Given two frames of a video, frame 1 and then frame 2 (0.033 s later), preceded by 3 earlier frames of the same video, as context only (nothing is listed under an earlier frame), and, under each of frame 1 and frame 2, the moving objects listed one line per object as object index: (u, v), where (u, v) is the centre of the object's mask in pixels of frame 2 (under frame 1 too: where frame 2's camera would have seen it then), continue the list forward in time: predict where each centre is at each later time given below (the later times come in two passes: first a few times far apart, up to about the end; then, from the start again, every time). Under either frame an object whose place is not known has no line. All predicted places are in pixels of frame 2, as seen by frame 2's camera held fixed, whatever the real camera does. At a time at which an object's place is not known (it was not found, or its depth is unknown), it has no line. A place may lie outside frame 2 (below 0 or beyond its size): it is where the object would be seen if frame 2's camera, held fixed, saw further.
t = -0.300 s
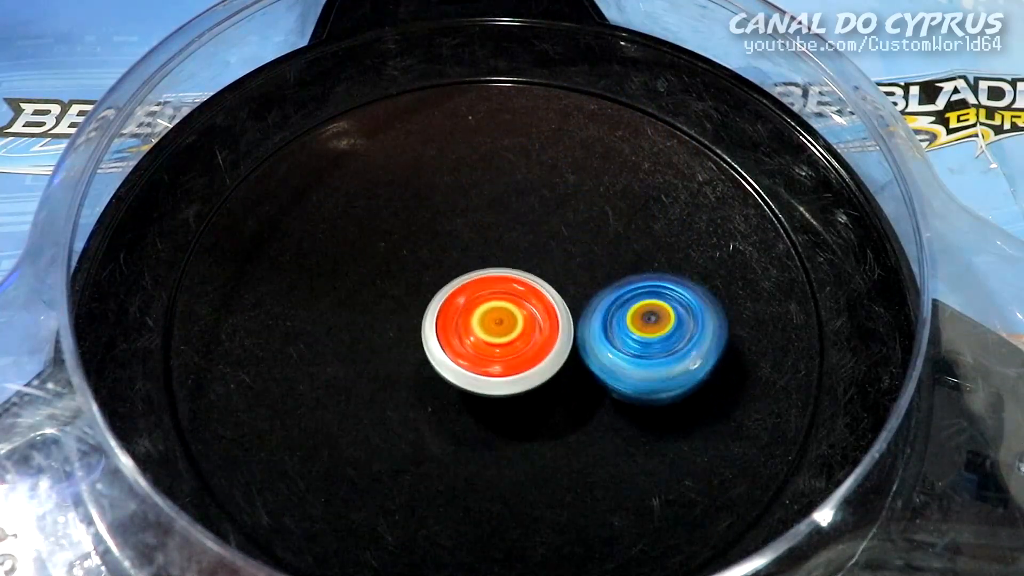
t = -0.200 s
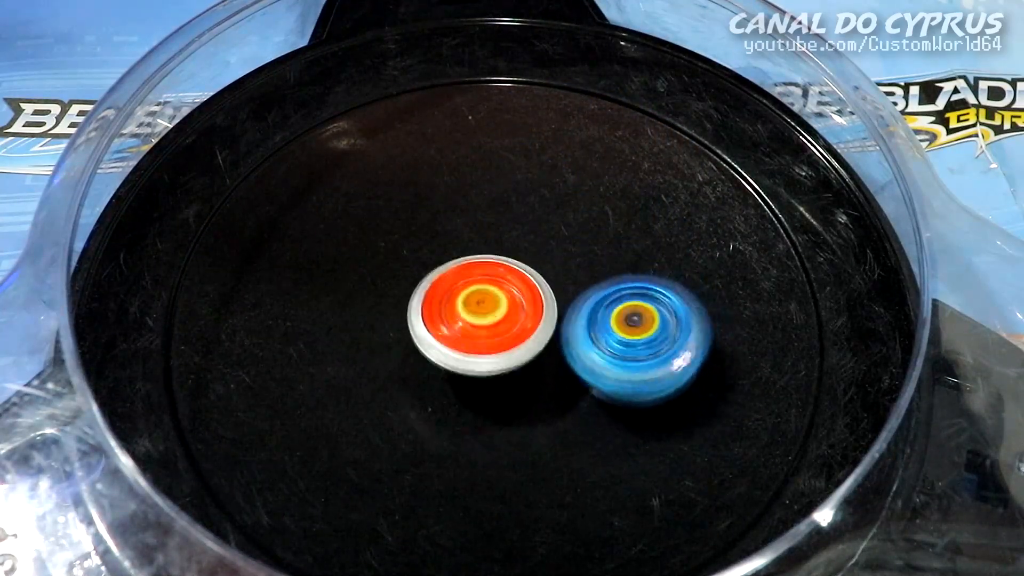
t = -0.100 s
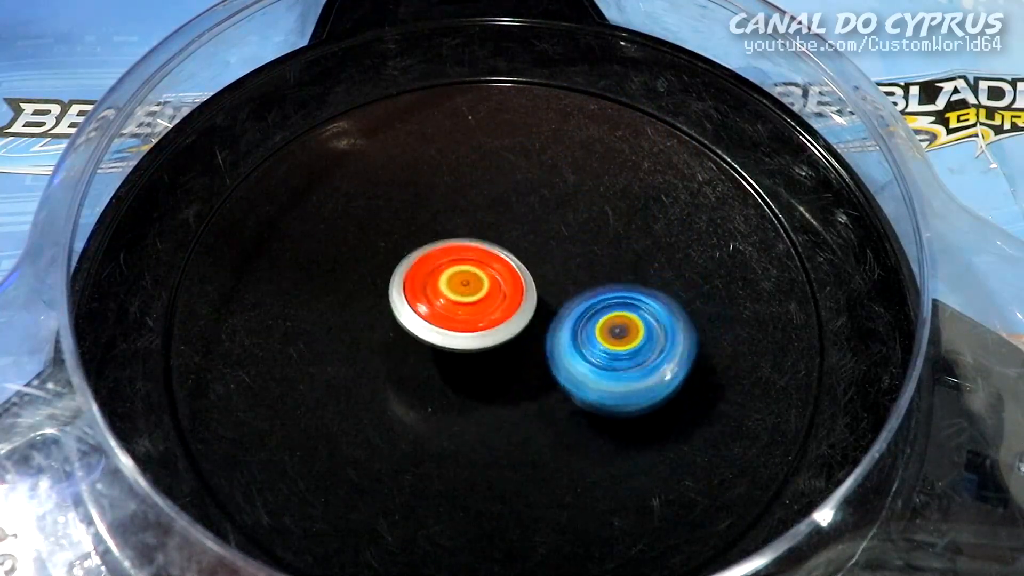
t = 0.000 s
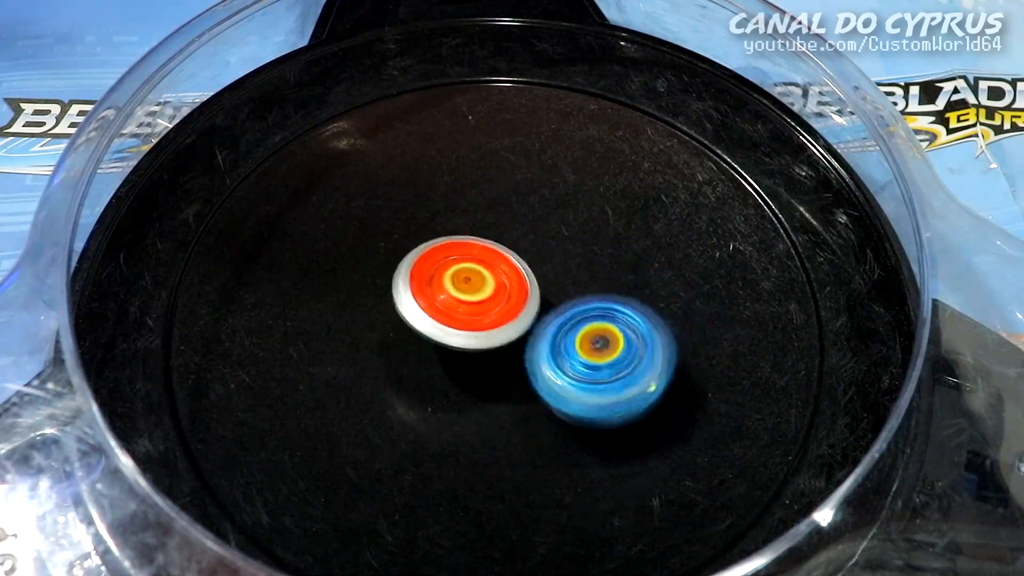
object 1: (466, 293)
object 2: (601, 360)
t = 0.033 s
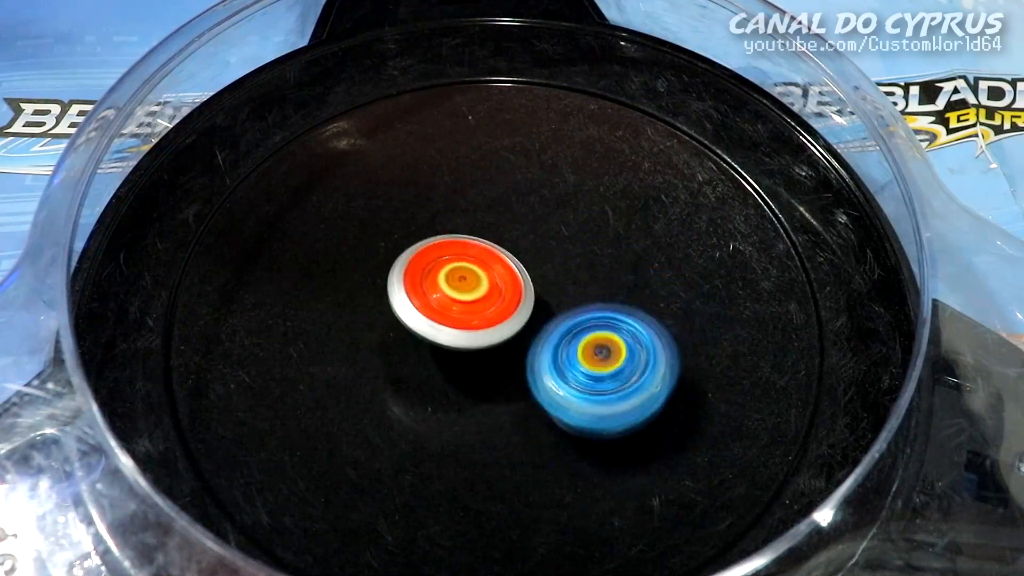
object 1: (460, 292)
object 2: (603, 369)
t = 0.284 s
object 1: (424, 336)
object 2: (576, 392)
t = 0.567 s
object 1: (392, 282)
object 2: (492, 381)
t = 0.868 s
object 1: (463, 247)
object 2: (423, 386)
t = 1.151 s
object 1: (516, 240)
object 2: (401, 414)
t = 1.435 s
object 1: (493, 237)
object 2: (453, 395)
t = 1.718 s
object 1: (551, 220)
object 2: (445, 332)
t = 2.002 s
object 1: (553, 277)
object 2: (402, 303)
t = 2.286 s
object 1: (544, 296)
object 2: (384, 307)
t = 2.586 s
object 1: (572, 297)
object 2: (350, 312)
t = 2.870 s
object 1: (546, 320)
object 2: (402, 312)
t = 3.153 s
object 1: (586, 362)
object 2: (487, 278)
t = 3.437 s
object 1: (589, 405)
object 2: (532, 300)
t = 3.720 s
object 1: (503, 412)
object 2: (486, 276)
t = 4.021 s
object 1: (394, 334)
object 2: (466, 235)
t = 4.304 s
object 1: (397, 303)
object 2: (542, 192)
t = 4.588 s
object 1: (473, 304)
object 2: (574, 236)
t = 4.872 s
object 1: (483, 335)
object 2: (567, 244)
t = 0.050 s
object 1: (459, 293)
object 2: (603, 375)
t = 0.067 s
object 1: (459, 294)
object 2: (603, 377)
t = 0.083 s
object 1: (458, 297)
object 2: (603, 381)
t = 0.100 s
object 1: (459, 298)
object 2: (601, 382)
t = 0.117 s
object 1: (457, 302)
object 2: (600, 385)
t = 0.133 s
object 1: (457, 307)
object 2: (598, 387)
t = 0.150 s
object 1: (455, 309)
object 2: (596, 387)
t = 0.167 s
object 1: (453, 316)
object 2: (594, 390)
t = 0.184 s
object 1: (451, 319)
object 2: (591, 389)
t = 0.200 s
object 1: (449, 325)
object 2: (588, 390)
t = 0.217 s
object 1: (446, 328)
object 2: (586, 390)
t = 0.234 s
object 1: (442, 333)
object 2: (582, 390)
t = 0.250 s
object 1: (436, 334)
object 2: (579, 390)
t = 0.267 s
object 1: (429, 335)
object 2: (578, 391)
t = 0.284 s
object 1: (424, 336)
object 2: (576, 392)
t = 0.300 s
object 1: (419, 336)
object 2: (574, 392)
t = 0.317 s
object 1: (414, 336)
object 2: (571, 393)
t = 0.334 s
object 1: (409, 335)
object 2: (568, 392)
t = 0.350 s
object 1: (405, 334)
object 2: (564, 392)
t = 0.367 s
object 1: (401, 331)
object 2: (558, 392)
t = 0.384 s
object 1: (397, 331)
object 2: (553, 390)
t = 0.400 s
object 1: (393, 327)
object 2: (548, 390)
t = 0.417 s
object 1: (391, 325)
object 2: (543, 389)
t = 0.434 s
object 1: (389, 320)
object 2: (538, 389)
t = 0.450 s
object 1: (388, 318)
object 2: (533, 387)
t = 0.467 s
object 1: (387, 311)
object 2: (527, 387)
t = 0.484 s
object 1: (387, 308)
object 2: (521, 385)
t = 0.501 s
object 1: (387, 301)
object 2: (515, 385)
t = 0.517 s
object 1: (388, 298)
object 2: (508, 384)
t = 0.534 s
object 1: (389, 292)
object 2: (503, 383)
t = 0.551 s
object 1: (390, 288)
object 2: (497, 382)
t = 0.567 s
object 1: (392, 282)
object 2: (492, 381)
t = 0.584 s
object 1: (394, 277)
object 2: (486, 382)
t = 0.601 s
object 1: (397, 272)
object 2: (480, 382)
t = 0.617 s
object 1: (399, 268)
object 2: (474, 382)
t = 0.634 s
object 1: (403, 264)
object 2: (470, 382)
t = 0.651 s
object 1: (407, 260)
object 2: (465, 382)
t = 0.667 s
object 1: (411, 258)
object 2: (461, 382)
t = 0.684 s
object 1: (416, 255)
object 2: (457, 381)
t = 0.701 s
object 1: (419, 253)
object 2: (452, 381)
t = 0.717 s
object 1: (424, 252)
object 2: (448, 380)
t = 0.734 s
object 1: (428, 251)
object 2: (443, 379)
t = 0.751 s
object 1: (433, 250)
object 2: (439, 379)
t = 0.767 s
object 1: (438, 248)
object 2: (435, 380)
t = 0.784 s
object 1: (443, 245)
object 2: (432, 383)
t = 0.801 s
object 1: (447, 245)
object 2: (430, 383)
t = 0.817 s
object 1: (452, 244)
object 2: (427, 384)
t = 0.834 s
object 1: (455, 244)
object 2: (425, 385)
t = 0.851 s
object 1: (460, 246)
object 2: (423, 386)
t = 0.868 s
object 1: (463, 247)
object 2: (423, 386)
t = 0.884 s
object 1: (466, 250)
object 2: (422, 386)
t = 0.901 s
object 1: (469, 252)
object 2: (422, 386)
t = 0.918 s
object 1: (472, 255)
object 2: (423, 385)
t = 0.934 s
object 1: (474, 258)
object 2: (422, 384)
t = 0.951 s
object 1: (476, 261)
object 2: (423, 383)
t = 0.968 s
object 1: (478, 261)
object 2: (422, 384)
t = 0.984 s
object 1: (481, 261)
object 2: (422, 385)
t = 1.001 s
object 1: (482, 261)
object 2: (422, 384)
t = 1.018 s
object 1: (484, 262)
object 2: (422, 384)
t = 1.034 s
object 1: (485, 263)
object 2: (424, 383)
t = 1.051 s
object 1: (485, 264)
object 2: (424, 383)
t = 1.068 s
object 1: (489, 262)
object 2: (421, 385)
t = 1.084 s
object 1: (496, 256)
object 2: (415, 391)
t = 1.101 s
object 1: (502, 250)
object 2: (410, 399)
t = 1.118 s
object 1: (508, 246)
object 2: (405, 404)
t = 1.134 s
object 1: (512, 242)
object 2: (403, 410)
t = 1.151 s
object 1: (516, 240)
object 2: (401, 414)
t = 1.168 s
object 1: (518, 238)
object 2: (399, 418)
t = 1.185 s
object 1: (520, 237)
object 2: (399, 422)
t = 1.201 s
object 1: (520, 237)
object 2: (399, 424)
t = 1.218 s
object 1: (521, 237)
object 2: (400, 427)
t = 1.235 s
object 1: (520, 237)
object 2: (402, 429)
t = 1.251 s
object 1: (520, 238)
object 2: (404, 430)
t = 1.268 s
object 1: (518, 238)
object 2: (407, 432)
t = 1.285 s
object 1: (516, 239)
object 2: (411, 432)
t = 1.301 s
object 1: (513, 239)
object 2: (416, 431)
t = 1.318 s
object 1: (510, 240)
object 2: (421, 430)
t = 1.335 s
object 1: (506, 239)
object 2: (425, 426)
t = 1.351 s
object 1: (503, 240)
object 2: (430, 424)
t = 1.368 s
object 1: (499, 239)
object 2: (436, 419)
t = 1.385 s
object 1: (497, 239)
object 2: (440, 414)
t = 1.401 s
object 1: (494, 239)
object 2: (445, 409)
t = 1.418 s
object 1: (494, 238)
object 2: (450, 402)
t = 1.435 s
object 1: (493, 237)
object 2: (453, 395)
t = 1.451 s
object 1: (494, 237)
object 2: (458, 388)
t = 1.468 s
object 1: (495, 237)
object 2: (460, 380)
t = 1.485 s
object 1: (496, 237)
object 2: (463, 372)
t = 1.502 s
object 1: (497, 238)
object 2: (466, 364)
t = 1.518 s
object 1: (501, 235)
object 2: (465, 359)
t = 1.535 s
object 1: (507, 230)
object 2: (464, 361)
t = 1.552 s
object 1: (514, 222)
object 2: (462, 360)
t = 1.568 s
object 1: (520, 219)
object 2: (461, 358)
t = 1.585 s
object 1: (526, 215)
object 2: (459, 356)
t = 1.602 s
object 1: (530, 214)
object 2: (456, 354)
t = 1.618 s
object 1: (533, 212)
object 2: (454, 350)
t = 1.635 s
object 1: (537, 212)
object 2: (453, 347)
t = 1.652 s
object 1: (540, 212)
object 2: (450, 345)
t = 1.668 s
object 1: (544, 214)
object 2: (449, 341)
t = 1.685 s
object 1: (547, 215)
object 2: (448, 339)
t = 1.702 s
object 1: (550, 218)
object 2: (445, 335)
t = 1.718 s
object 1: (551, 220)
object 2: (445, 332)
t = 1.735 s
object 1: (553, 225)
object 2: (443, 329)
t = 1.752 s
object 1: (554, 227)
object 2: (441, 326)
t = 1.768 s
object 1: (555, 232)
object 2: (440, 322)
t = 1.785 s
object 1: (555, 235)
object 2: (439, 320)
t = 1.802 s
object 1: (555, 241)
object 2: (437, 316)
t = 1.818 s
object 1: (555, 244)
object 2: (436, 313)
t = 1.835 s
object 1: (558, 247)
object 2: (431, 313)
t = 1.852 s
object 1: (560, 249)
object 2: (426, 311)
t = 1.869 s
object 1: (562, 251)
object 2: (422, 309)
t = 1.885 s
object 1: (563, 255)
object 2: (418, 308)
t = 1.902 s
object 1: (564, 257)
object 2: (415, 307)
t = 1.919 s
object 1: (563, 262)
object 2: (412, 306)
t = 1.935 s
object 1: (563, 264)
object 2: (410, 305)
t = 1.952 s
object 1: (561, 269)
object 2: (407, 305)
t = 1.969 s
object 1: (559, 271)
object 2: (406, 304)
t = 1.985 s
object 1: (556, 275)
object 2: (403, 303)
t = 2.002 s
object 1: (553, 277)
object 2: (402, 303)
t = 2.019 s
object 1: (550, 280)
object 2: (400, 303)
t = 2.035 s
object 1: (548, 283)
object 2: (399, 304)
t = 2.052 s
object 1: (548, 285)
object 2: (396, 302)
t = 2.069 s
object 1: (549, 287)
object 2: (393, 303)
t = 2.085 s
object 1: (550, 288)
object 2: (391, 303)
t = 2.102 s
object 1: (549, 290)
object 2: (390, 303)
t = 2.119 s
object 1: (548, 291)
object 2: (389, 303)
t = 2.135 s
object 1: (547, 293)
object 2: (387, 304)
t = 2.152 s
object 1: (545, 294)
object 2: (387, 303)
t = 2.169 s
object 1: (543, 294)
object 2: (387, 304)
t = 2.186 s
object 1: (541, 296)
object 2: (388, 305)
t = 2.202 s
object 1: (539, 295)
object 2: (389, 304)
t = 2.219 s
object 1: (538, 296)
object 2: (390, 305)
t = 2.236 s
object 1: (539, 296)
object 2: (388, 306)
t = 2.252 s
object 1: (541, 296)
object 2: (386, 306)
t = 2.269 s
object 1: (543, 296)
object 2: (385, 307)
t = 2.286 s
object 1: (544, 296)
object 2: (384, 307)
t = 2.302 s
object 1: (544, 296)
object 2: (384, 308)
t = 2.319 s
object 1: (544, 296)
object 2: (384, 308)
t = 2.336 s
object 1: (544, 297)
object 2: (385, 310)
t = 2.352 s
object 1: (543, 297)
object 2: (386, 310)
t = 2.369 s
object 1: (543, 297)
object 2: (388, 310)
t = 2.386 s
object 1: (542, 297)
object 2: (390, 312)
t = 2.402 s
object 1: (541, 297)
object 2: (391, 312)
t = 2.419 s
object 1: (540, 296)
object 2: (394, 312)
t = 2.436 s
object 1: (544, 296)
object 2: (391, 313)
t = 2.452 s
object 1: (549, 295)
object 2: (384, 313)
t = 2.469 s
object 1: (556, 295)
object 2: (379, 313)
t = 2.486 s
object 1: (560, 295)
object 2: (374, 313)
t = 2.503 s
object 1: (563, 294)
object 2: (370, 312)
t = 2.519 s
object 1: (567, 294)
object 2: (364, 312)
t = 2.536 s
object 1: (568, 294)
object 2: (360, 312)
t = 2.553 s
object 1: (571, 295)
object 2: (356, 312)
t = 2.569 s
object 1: (571, 296)
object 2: (351, 311)
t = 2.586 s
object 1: (572, 297)
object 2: (350, 312)
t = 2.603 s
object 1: (572, 299)
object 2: (349, 313)
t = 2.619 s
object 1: (572, 299)
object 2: (348, 313)
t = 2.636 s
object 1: (571, 301)
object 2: (347, 314)
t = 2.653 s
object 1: (569, 302)
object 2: (348, 314)
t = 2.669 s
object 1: (568, 304)
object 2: (348, 314)
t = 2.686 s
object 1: (566, 306)
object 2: (348, 314)
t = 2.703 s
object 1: (564, 307)
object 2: (351, 315)
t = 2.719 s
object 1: (562, 309)
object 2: (355, 316)
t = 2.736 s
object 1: (561, 309)
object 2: (356, 315)
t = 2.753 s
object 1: (558, 310)
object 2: (361, 316)
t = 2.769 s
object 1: (555, 311)
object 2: (366, 317)
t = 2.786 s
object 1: (553, 312)
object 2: (370, 317)
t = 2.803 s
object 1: (550, 314)
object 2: (376, 317)
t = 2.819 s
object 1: (548, 314)
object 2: (385, 317)
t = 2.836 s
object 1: (545, 315)
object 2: (391, 316)
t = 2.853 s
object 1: (544, 316)
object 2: (397, 314)
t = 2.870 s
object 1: (546, 320)
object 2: (402, 312)
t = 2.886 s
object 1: (550, 322)
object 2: (405, 308)
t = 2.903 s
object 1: (553, 325)
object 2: (409, 303)
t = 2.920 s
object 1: (556, 329)
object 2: (414, 300)
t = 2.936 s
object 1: (558, 330)
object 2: (419, 297)
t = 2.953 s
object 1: (560, 334)
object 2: (424, 295)
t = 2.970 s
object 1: (559, 336)
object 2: (430, 291)
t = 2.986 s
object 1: (559, 340)
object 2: (435, 287)
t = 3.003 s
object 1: (562, 345)
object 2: (440, 284)
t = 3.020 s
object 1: (566, 347)
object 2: (446, 281)
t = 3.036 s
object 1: (570, 350)
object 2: (451, 278)
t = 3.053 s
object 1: (572, 351)
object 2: (457, 276)
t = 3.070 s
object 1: (575, 352)
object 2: (464, 276)
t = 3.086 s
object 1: (579, 354)
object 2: (469, 277)
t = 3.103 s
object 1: (581, 355)
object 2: (473, 277)
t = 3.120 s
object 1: (583, 356)
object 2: (479, 276)
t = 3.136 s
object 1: (584, 357)
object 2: (483, 278)
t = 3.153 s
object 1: (586, 362)
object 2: (487, 278)
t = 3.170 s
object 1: (591, 368)
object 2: (492, 276)
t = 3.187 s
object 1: (593, 372)
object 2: (498, 275)
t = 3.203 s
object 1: (597, 377)
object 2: (503, 276)
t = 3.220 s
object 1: (599, 381)
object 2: (506, 277)
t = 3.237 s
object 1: (601, 384)
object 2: (510, 278)
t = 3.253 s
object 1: (604, 388)
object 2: (513, 280)
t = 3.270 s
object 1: (604, 391)
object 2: (515, 282)
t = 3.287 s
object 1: (605, 394)
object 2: (518, 284)
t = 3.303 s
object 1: (605, 397)
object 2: (520, 286)
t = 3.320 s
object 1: (604, 398)
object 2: (522, 288)
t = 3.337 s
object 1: (602, 400)
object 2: (524, 290)
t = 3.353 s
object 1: (602, 402)
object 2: (525, 292)
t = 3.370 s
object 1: (598, 401)
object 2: (528, 295)
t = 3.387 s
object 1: (596, 402)
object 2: (529, 297)
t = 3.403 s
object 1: (594, 405)
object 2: (530, 297)
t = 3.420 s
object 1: (592, 405)
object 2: (531, 298)
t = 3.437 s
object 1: (589, 405)
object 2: (532, 300)
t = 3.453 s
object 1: (586, 405)
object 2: (533, 302)
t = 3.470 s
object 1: (583, 412)
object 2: (531, 299)
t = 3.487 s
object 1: (582, 419)
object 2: (529, 295)
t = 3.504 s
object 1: (579, 425)
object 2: (527, 291)
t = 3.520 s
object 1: (574, 429)
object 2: (525, 287)
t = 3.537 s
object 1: (571, 432)
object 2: (523, 283)
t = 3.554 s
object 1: (567, 433)
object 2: (521, 282)
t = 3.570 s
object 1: (560, 433)
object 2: (518, 281)
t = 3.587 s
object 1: (556, 434)
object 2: (516, 281)
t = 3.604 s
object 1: (550, 433)
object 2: (515, 281)
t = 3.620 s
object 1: (544, 431)
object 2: (512, 281)
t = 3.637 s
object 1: (537, 430)
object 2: (509, 281)
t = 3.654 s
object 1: (531, 427)
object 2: (503, 280)
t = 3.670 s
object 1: (524, 423)
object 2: (498, 280)
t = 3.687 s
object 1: (516, 421)
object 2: (495, 278)
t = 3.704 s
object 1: (509, 417)
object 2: (491, 277)
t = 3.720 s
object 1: (503, 412)
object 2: (486, 276)
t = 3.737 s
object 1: (494, 408)
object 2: (480, 274)
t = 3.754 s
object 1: (487, 403)
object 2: (476, 273)
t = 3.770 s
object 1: (481, 397)
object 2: (473, 272)
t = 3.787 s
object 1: (472, 391)
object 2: (470, 271)
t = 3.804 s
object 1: (465, 386)
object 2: (466, 270)
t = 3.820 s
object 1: (460, 380)
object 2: (461, 268)
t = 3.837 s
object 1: (451, 375)
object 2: (458, 266)
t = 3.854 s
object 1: (444, 372)
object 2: (455, 263)
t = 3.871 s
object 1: (439, 368)
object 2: (453, 259)
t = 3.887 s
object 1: (431, 364)
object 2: (451, 256)
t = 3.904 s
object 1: (425, 361)
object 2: (451, 254)
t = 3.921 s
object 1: (421, 357)
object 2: (452, 250)
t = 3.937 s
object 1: (414, 352)
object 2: (453, 248)
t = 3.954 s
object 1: (409, 348)
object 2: (454, 246)
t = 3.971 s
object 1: (406, 344)
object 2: (456, 243)
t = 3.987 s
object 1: (399, 341)
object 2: (459, 241)
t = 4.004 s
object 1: (395, 338)
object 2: (463, 239)
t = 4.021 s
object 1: (394, 334)
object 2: (466, 235)
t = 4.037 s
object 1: (391, 330)
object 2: (469, 233)
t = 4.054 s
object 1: (390, 326)
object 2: (472, 232)
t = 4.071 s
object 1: (391, 321)
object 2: (475, 231)
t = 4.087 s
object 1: (388, 318)
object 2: (480, 230)
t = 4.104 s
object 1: (383, 319)
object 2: (488, 226)
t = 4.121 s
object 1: (378, 318)
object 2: (497, 221)
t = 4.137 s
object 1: (375, 316)
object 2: (505, 215)
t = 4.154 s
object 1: (374, 313)
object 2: (512, 210)
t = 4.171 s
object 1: (375, 311)
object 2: (519, 207)
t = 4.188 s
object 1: (377, 310)
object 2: (525, 203)
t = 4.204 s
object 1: (378, 309)
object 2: (530, 201)
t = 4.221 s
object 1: (380, 307)
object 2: (533, 197)
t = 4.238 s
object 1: (384, 307)
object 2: (537, 196)
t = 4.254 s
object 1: (386, 306)
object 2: (539, 193)
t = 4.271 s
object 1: (390, 305)
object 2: (540, 192)
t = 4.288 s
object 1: (395, 305)
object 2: (541, 191)
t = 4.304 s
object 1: (397, 303)
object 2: (542, 192)
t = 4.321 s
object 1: (403, 302)
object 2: (542, 193)
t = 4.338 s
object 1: (408, 301)
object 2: (542, 195)
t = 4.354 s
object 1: (413, 300)
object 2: (540, 198)
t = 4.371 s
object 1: (420, 298)
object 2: (538, 200)
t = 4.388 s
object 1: (426, 297)
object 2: (534, 202)
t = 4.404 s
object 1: (433, 297)
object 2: (532, 203)
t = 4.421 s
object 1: (441, 295)
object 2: (530, 203)
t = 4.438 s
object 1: (446, 295)
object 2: (528, 204)
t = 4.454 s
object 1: (455, 296)
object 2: (528, 204)
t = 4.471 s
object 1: (462, 294)
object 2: (528, 204)
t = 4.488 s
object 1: (465, 296)
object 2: (531, 208)
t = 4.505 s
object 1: (467, 295)
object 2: (539, 213)
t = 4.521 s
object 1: (467, 296)
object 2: (546, 220)
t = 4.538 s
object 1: (470, 298)
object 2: (555, 225)
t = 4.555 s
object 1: (469, 300)
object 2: (561, 230)
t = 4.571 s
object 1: (471, 303)
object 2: (568, 234)
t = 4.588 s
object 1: (473, 304)
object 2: (574, 236)
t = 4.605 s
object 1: (475, 307)
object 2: (579, 238)
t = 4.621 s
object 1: (476, 309)
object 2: (583, 240)
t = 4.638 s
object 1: (476, 311)
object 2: (586, 241)
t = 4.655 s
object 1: (479, 313)
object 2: (589, 242)
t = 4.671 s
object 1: (481, 315)
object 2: (591, 241)
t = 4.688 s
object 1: (481, 318)
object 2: (591, 241)
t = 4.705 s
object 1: (483, 319)
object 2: (591, 241)
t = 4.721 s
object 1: (484, 322)
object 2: (591, 240)
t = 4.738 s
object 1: (485, 324)
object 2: (591, 241)
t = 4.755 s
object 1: (484, 326)
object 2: (589, 241)
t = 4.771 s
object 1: (486, 327)
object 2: (588, 242)
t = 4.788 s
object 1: (486, 329)
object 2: (586, 243)
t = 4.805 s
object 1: (485, 332)
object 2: (583, 244)
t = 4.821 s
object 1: (485, 331)
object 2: (579, 245)
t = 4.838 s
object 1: (485, 333)
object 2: (576, 245)
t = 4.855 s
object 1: (485, 334)
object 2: (571, 245)
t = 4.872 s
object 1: (483, 335)
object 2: (567, 244)
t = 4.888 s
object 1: (484, 335)
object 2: (563, 243)
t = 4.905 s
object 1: (484, 336)
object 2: (559, 242)
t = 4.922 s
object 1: (482, 337)
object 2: (557, 241)
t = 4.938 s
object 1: (482, 335)
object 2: (555, 240)
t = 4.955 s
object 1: (483, 336)
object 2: (553, 239)
